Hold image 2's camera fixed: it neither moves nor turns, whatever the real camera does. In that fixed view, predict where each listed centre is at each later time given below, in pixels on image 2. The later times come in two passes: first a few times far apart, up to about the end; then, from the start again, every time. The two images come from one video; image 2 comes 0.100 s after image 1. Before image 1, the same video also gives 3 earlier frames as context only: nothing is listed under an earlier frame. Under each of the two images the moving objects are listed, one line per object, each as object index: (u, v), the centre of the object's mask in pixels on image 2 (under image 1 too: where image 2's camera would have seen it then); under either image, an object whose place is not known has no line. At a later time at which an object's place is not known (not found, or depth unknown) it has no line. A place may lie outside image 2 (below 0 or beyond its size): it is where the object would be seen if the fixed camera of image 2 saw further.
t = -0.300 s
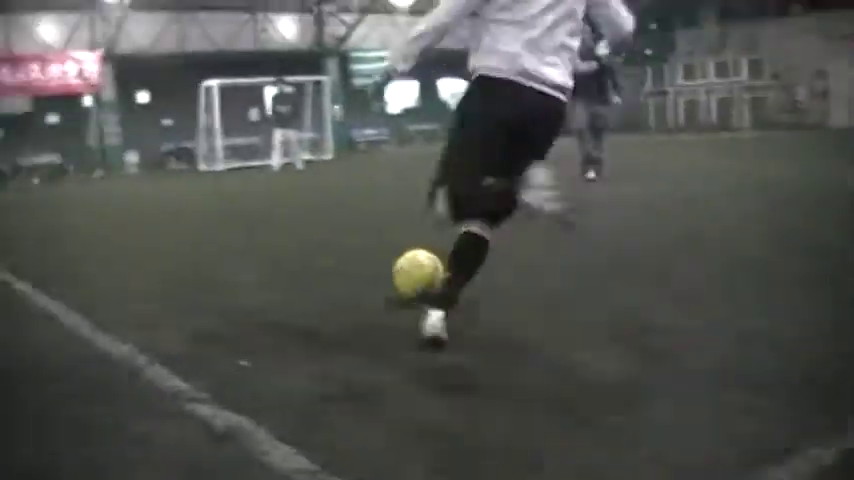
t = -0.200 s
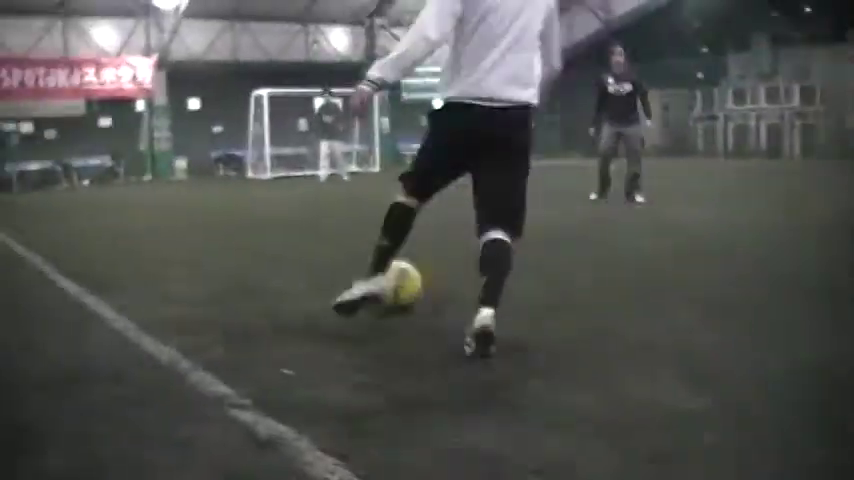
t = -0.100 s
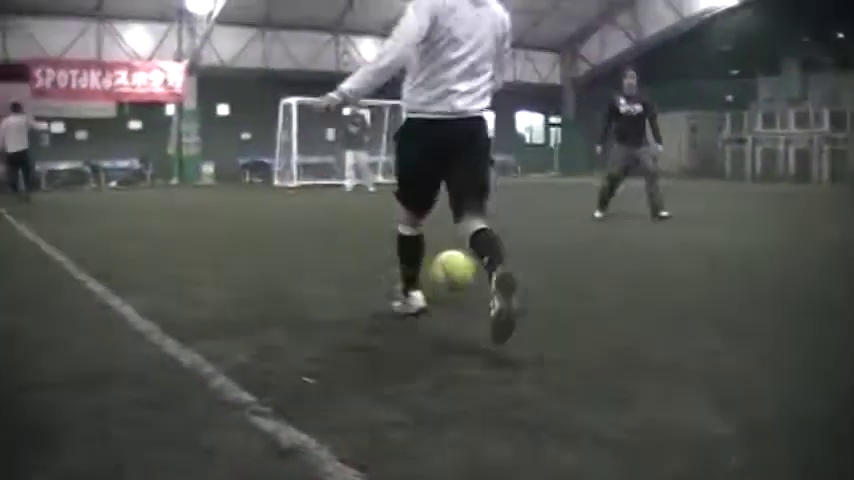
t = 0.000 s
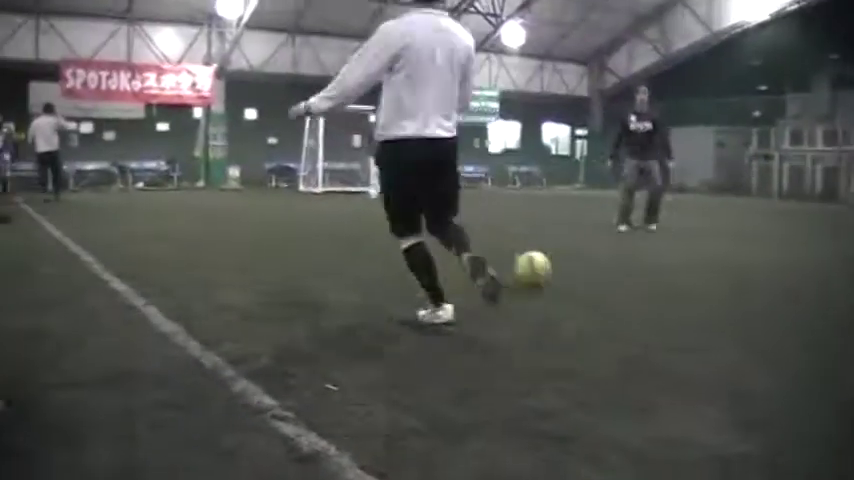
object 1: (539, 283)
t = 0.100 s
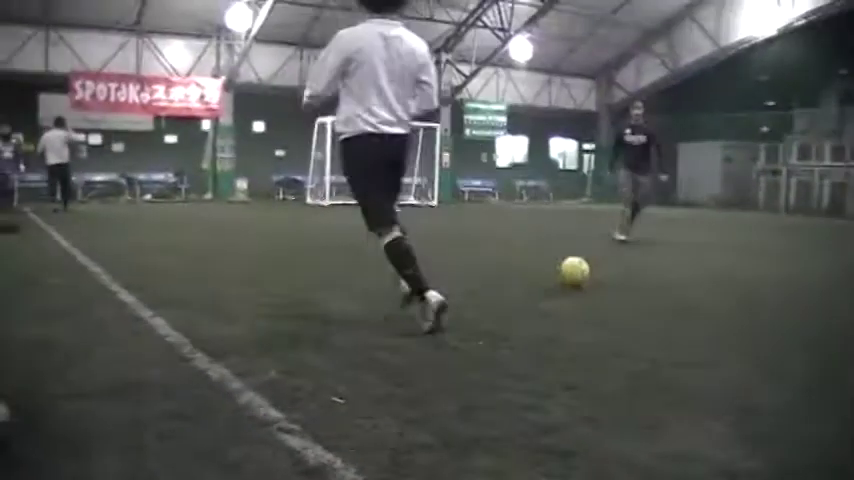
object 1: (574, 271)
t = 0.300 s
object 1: (609, 257)
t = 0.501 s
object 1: (624, 249)
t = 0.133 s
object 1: (582, 269)
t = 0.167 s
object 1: (590, 268)
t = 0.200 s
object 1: (596, 264)
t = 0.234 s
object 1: (601, 260)
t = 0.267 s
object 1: (605, 258)
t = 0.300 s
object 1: (609, 257)
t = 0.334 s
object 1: (614, 257)
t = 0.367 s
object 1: (616, 253)
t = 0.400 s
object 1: (618, 250)
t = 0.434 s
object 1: (620, 248)
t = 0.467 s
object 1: (622, 249)
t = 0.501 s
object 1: (624, 249)
